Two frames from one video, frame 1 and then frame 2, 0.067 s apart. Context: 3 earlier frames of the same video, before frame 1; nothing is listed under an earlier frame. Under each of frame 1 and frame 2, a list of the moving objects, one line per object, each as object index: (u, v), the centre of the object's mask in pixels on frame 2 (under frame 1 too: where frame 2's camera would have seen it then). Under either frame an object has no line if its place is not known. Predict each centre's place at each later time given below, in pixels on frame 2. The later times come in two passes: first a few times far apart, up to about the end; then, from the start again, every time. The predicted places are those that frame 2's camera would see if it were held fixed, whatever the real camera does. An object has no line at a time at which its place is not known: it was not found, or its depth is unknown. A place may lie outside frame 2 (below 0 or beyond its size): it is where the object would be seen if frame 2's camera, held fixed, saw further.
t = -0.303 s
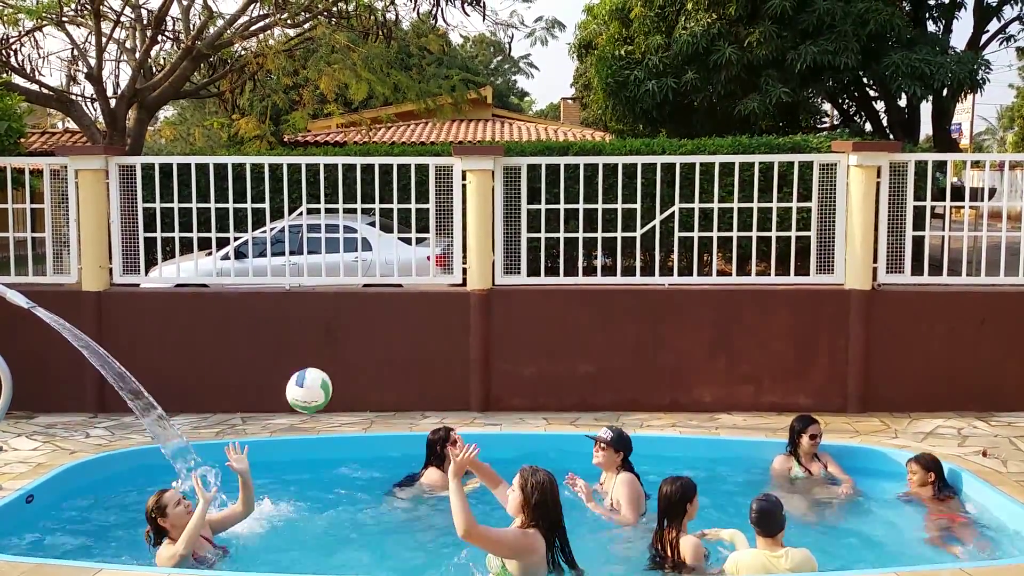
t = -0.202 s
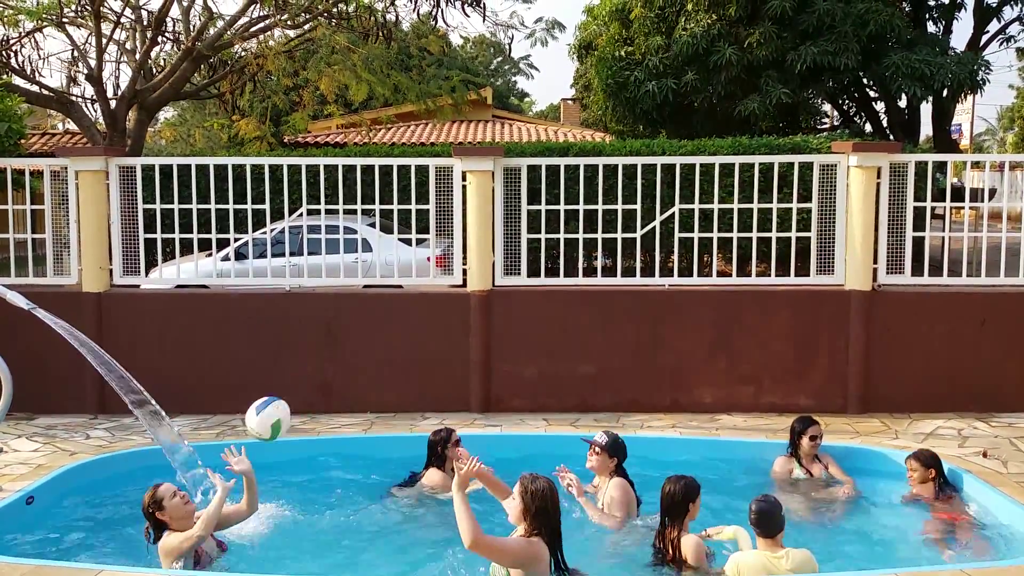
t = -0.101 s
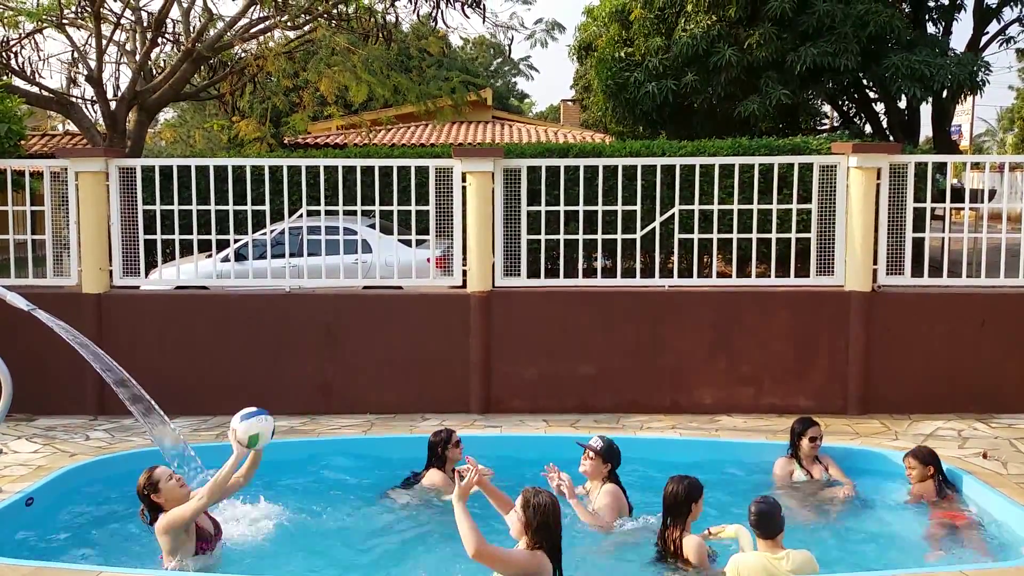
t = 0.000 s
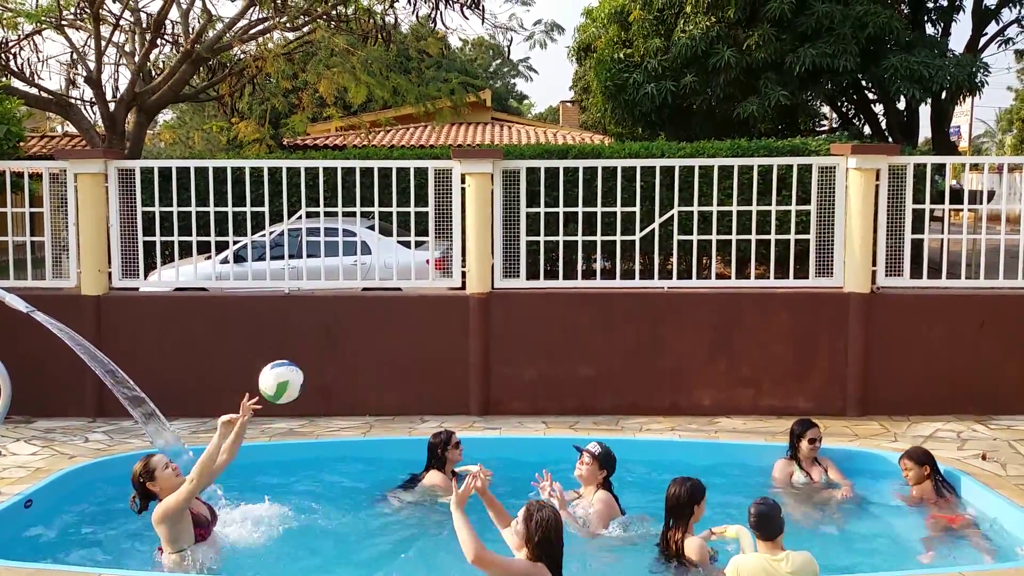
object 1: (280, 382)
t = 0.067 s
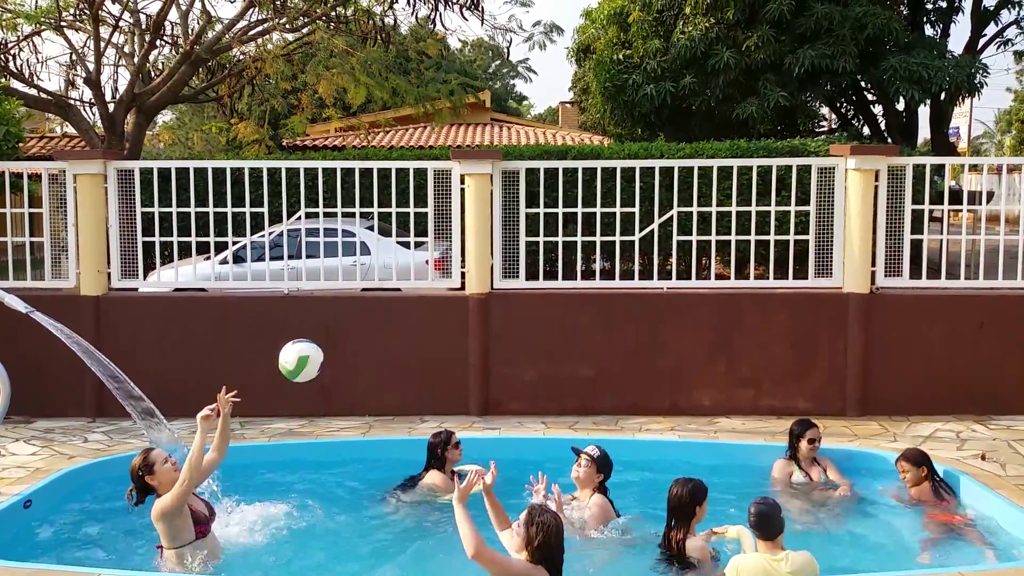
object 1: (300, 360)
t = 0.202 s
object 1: (342, 343)
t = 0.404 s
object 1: (406, 387)
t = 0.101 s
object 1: (311, 353)
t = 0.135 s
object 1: (321, 347)
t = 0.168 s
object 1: (332, 344)
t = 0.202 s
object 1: (342, 343)
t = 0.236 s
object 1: (353, 345)
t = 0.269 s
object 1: (364, 349)
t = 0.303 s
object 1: (374, 355)
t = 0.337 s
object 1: (385, 363)
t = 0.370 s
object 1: (396, 374)
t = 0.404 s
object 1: (406, 387)
